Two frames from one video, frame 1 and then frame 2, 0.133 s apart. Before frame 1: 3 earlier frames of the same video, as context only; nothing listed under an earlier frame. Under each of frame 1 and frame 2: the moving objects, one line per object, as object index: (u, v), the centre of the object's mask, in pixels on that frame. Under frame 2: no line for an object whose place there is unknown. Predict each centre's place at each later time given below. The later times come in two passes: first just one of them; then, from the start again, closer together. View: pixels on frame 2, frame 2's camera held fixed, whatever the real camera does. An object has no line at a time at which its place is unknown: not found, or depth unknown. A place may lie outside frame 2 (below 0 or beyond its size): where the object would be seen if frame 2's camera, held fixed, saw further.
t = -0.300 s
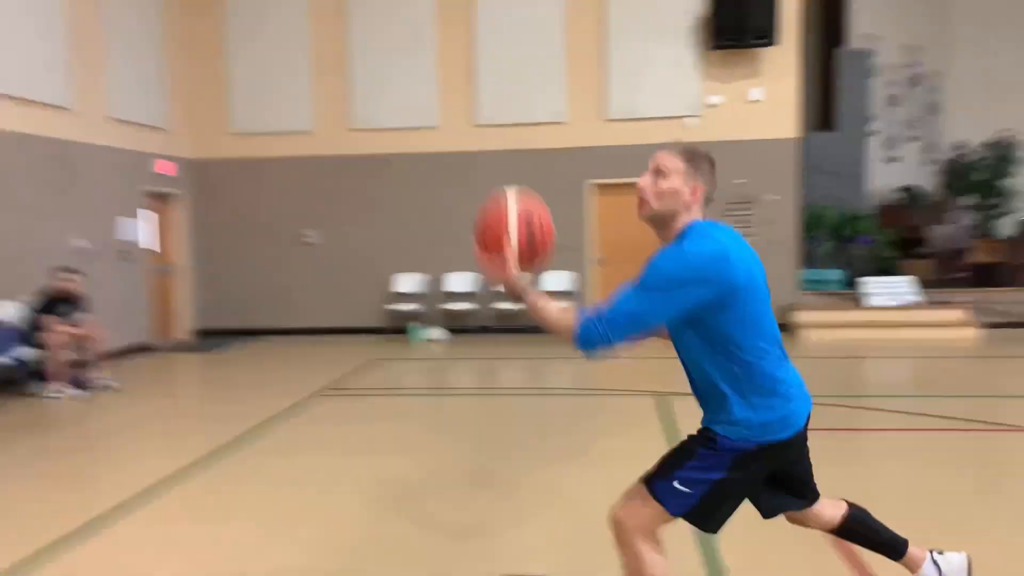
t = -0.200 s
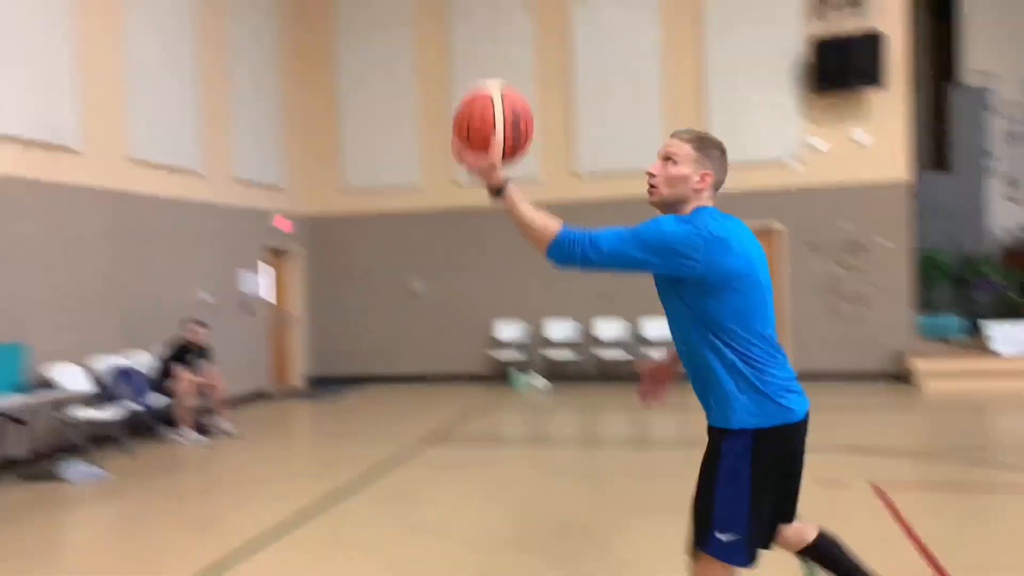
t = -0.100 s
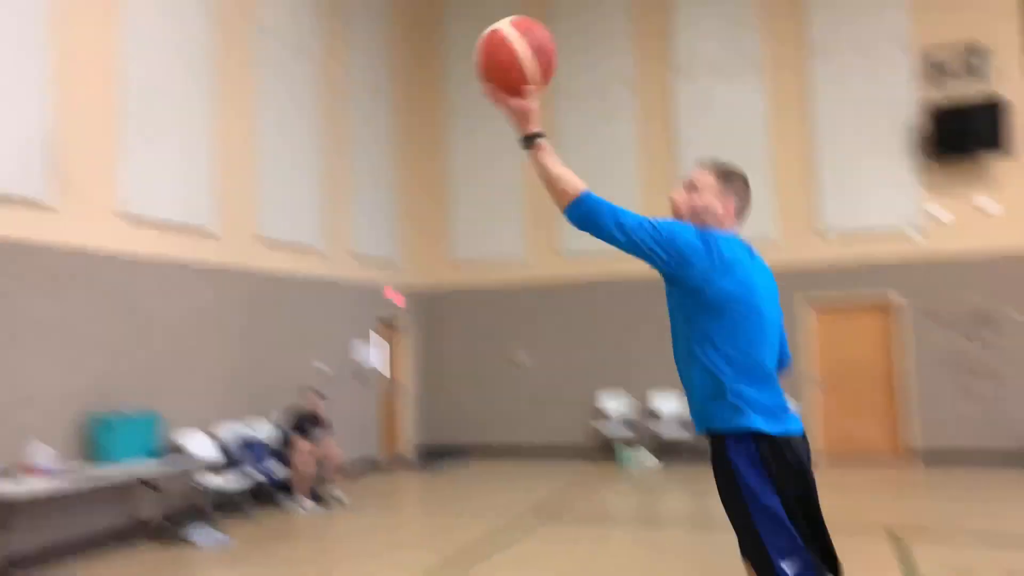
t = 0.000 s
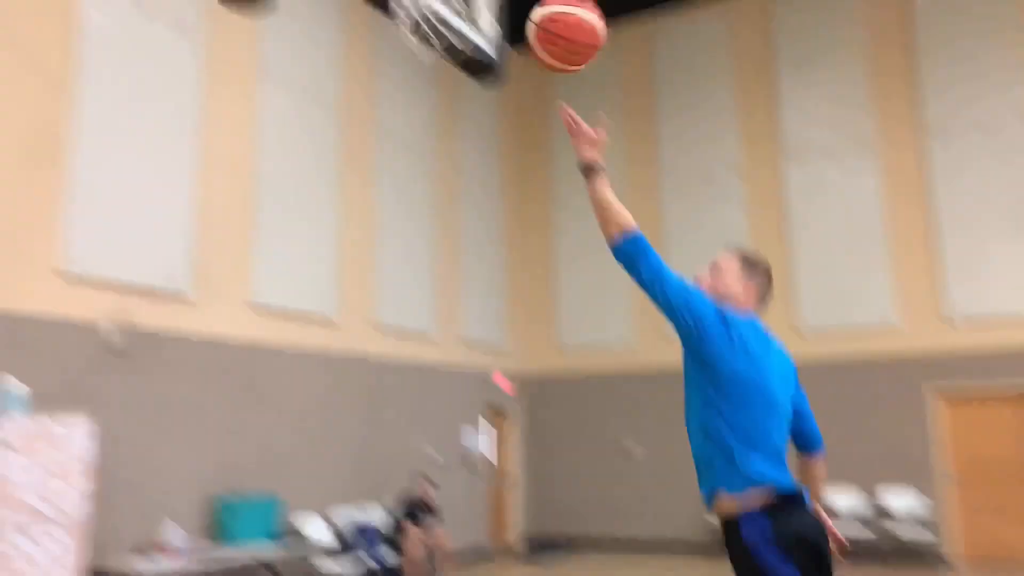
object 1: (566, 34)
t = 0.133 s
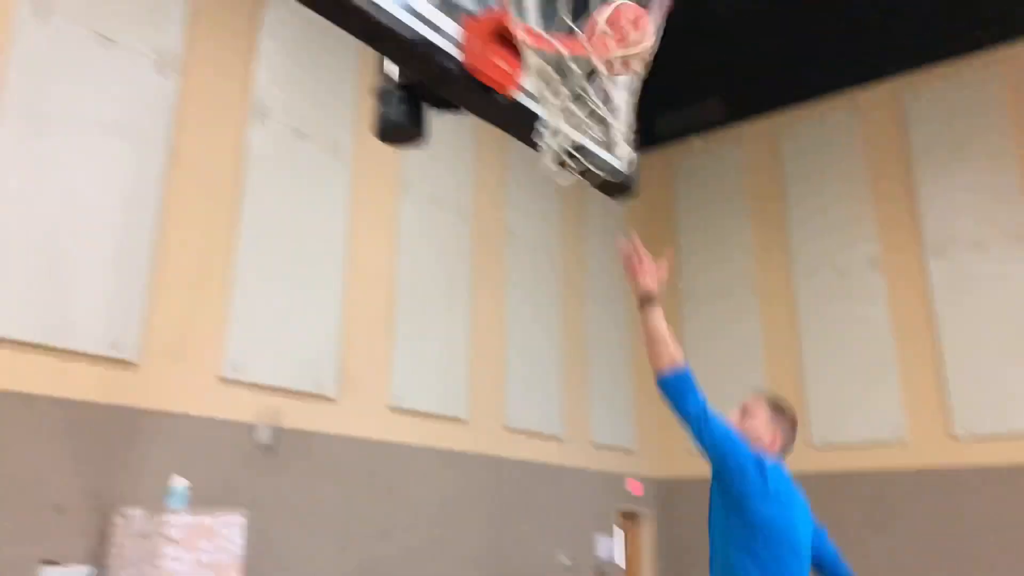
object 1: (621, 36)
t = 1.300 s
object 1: (553, 506)
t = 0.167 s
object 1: (603, 11)
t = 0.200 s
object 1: (584, 5)
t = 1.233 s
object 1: (554, 415)
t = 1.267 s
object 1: (553, 458)
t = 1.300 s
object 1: (553, 506)
